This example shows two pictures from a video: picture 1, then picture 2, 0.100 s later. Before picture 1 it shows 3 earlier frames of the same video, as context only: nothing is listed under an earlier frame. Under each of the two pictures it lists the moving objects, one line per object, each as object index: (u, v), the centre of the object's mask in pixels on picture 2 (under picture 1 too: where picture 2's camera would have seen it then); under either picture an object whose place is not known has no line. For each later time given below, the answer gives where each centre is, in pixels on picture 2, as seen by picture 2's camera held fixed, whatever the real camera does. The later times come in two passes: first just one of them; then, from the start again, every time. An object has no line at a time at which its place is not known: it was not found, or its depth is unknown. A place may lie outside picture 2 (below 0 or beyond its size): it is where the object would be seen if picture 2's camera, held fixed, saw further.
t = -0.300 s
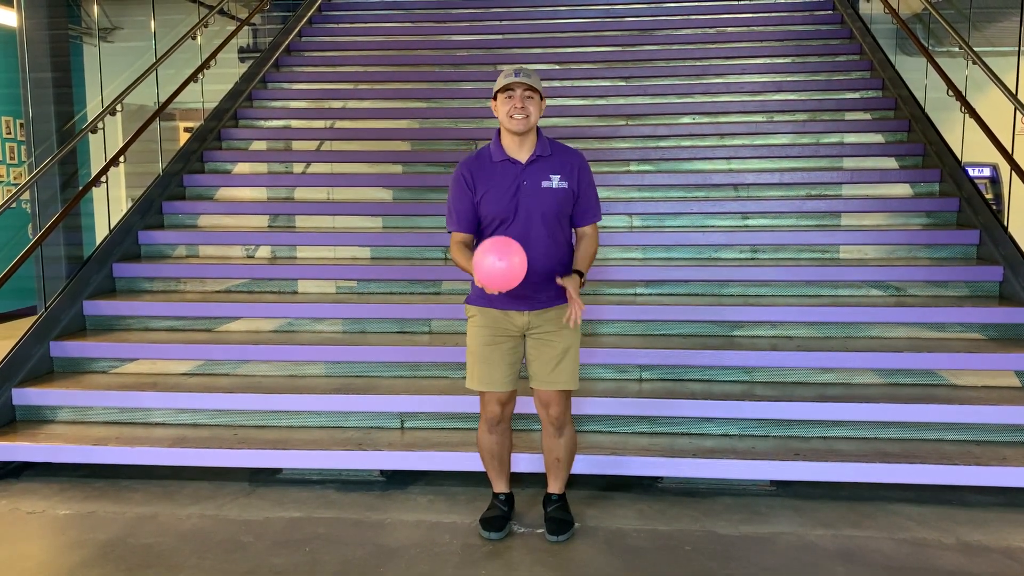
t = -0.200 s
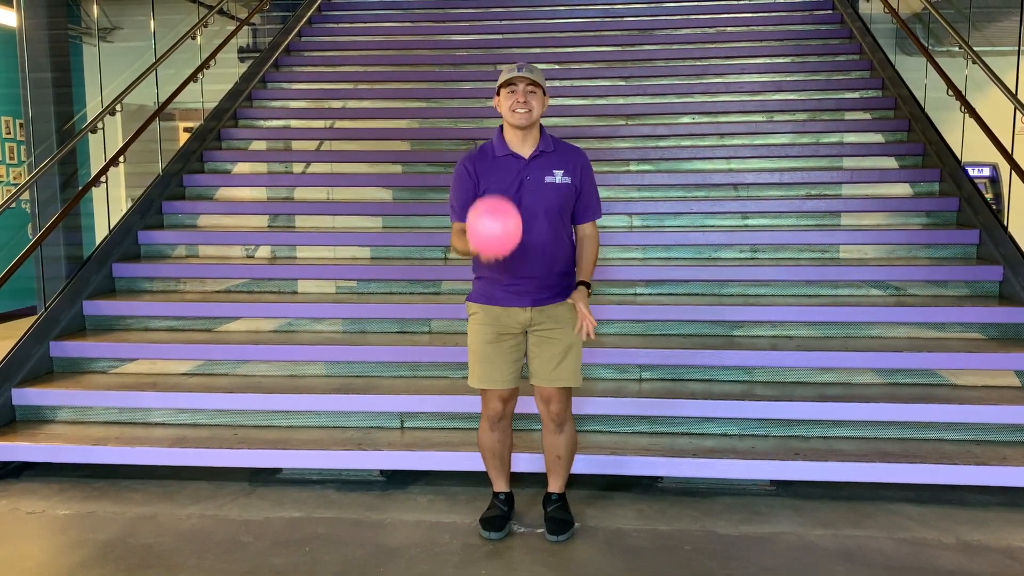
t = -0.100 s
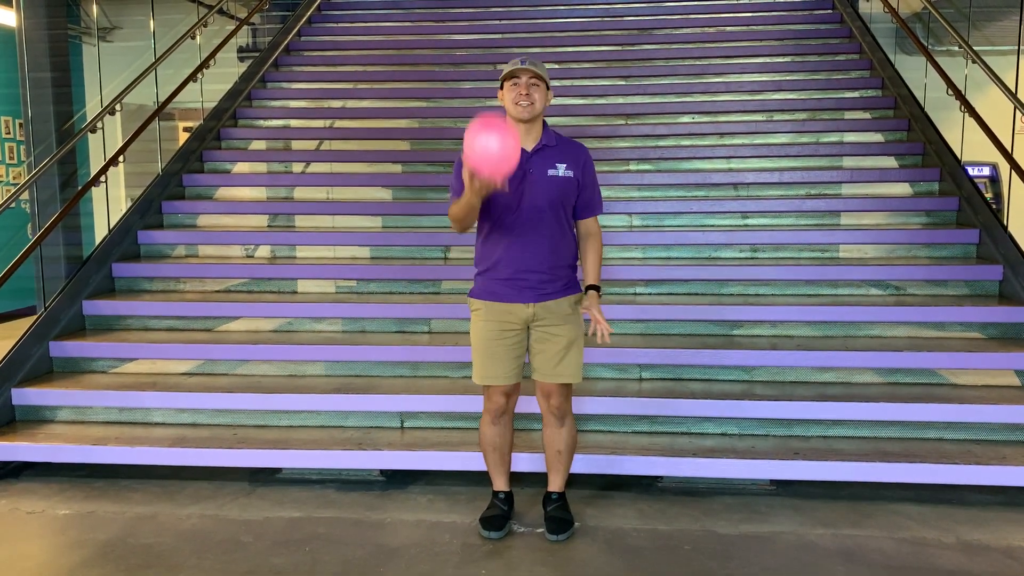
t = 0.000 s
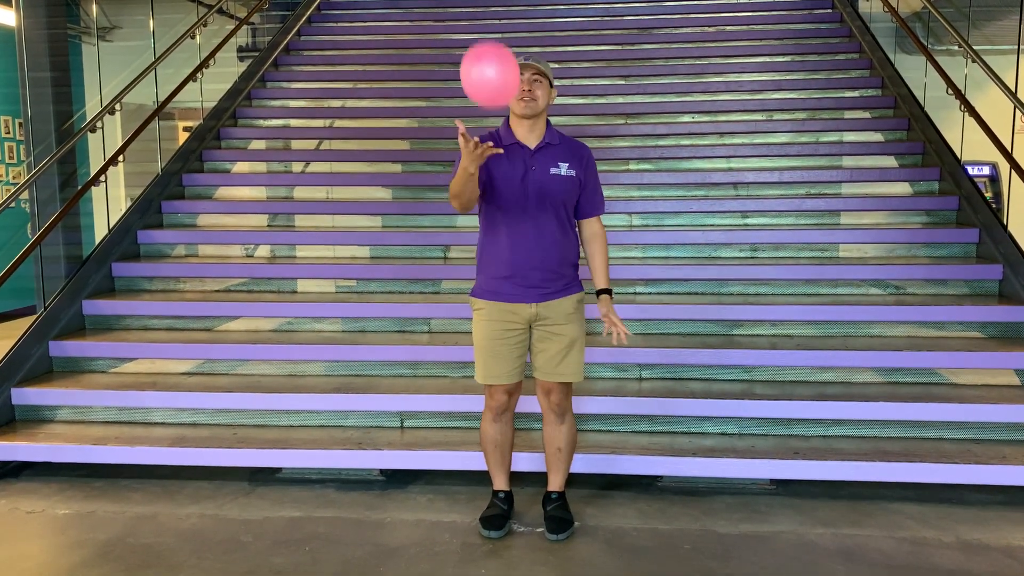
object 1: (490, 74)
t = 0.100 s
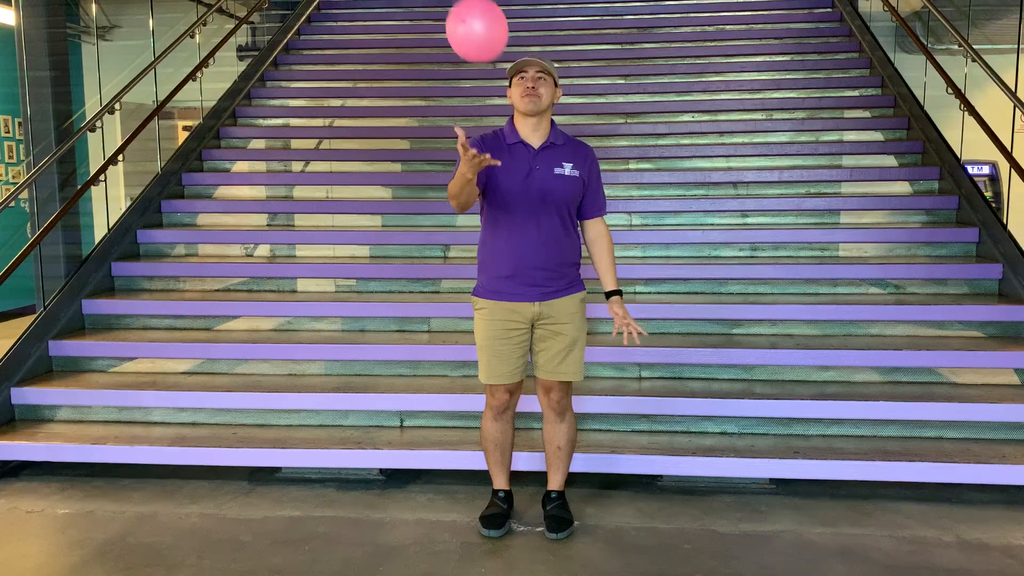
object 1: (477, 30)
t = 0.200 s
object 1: (462, 18)
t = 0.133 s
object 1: (472, 24)
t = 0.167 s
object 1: (466, 21)
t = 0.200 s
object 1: (462, 18)
